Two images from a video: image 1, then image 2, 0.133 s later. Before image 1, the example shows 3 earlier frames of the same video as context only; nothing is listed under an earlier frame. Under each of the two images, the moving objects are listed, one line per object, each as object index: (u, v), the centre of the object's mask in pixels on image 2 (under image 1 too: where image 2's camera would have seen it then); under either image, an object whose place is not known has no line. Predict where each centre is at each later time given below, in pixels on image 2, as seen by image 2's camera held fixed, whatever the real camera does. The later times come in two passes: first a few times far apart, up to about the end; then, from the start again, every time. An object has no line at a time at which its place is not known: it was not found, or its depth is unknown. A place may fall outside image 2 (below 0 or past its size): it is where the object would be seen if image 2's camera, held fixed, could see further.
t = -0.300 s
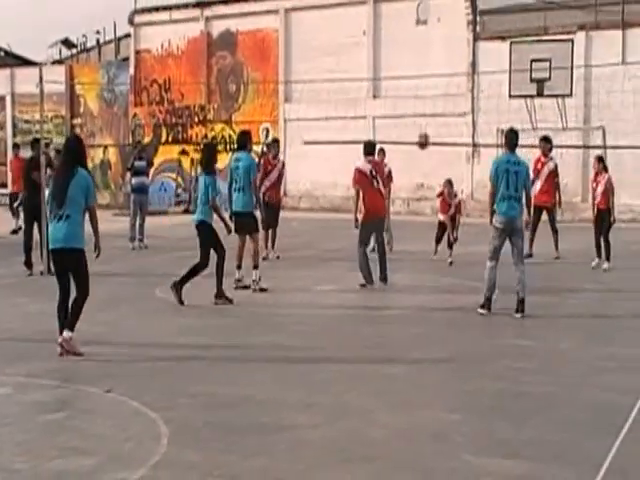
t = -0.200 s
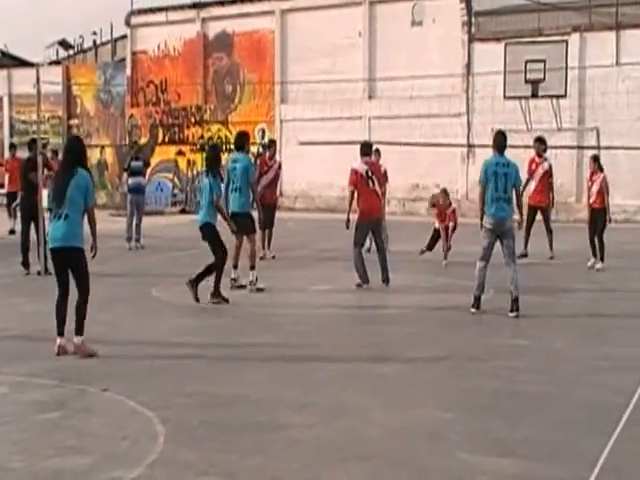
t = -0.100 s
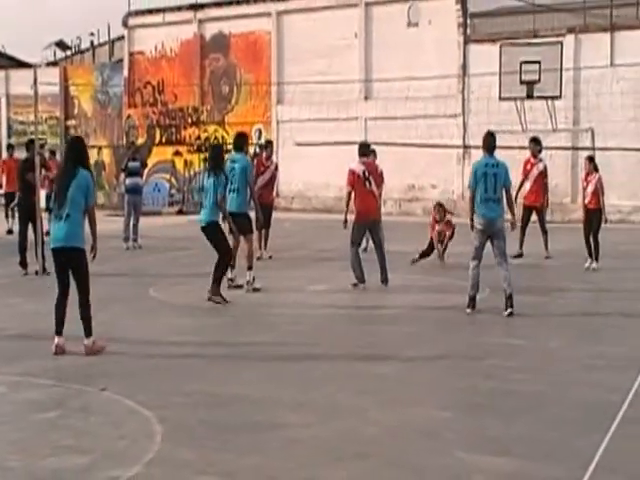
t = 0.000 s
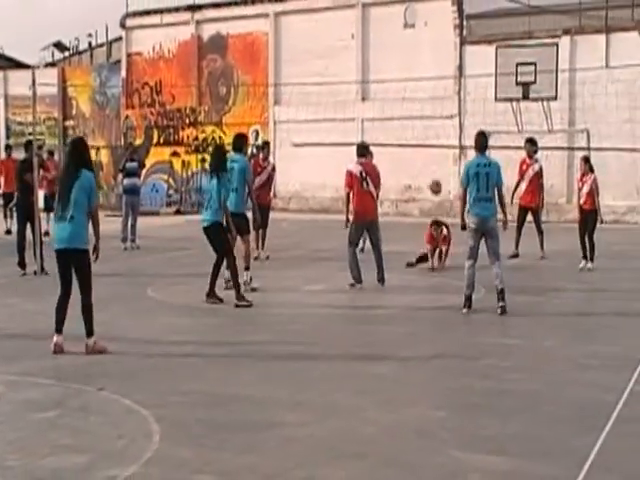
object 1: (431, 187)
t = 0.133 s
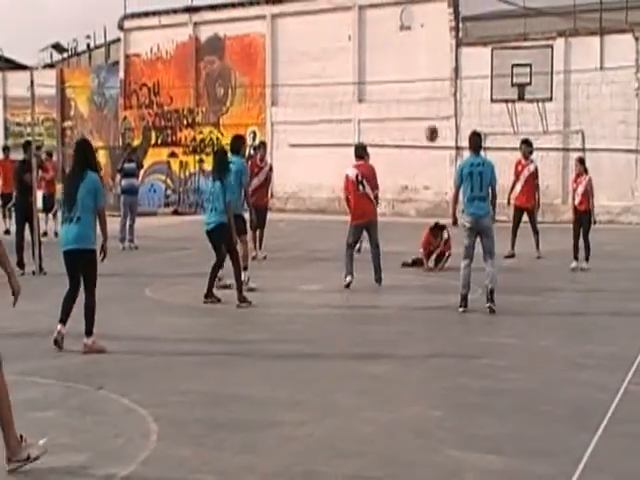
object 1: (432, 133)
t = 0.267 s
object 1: (430, 87)
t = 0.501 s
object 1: (426, 32)
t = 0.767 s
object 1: (421, 25)
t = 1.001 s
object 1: (410, 96)
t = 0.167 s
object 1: (431, 121)
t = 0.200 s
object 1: (430, 109)
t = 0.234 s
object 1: (430, 98)
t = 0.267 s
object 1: (430, 87)
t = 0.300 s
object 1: (429, 77)
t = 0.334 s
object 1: (428, 67)
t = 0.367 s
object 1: (427, 59)
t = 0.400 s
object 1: (427, 50)
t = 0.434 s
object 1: (426, 44)
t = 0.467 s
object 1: (426, 37)
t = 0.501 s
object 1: (426, 32)
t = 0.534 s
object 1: (426, 27)
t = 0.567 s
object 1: (424, 24)
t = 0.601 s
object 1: (425, 21)
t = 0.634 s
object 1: (424, 19)
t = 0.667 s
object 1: (424, 19)
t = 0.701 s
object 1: (423, 20)
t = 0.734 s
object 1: (422, 22)
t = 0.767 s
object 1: (421, 25)
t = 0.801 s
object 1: (419, 30)
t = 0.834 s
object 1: (418, 37)
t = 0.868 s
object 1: (417, 45)
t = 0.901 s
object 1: (415, 54)
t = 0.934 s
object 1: (414, 66)
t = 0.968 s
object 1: (412, 80)
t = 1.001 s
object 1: (410, 96)
